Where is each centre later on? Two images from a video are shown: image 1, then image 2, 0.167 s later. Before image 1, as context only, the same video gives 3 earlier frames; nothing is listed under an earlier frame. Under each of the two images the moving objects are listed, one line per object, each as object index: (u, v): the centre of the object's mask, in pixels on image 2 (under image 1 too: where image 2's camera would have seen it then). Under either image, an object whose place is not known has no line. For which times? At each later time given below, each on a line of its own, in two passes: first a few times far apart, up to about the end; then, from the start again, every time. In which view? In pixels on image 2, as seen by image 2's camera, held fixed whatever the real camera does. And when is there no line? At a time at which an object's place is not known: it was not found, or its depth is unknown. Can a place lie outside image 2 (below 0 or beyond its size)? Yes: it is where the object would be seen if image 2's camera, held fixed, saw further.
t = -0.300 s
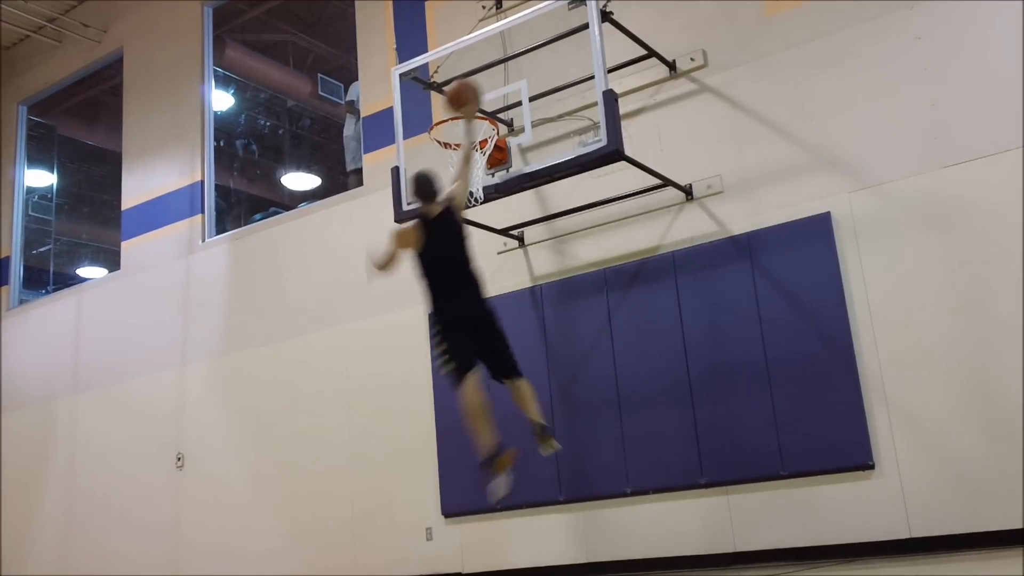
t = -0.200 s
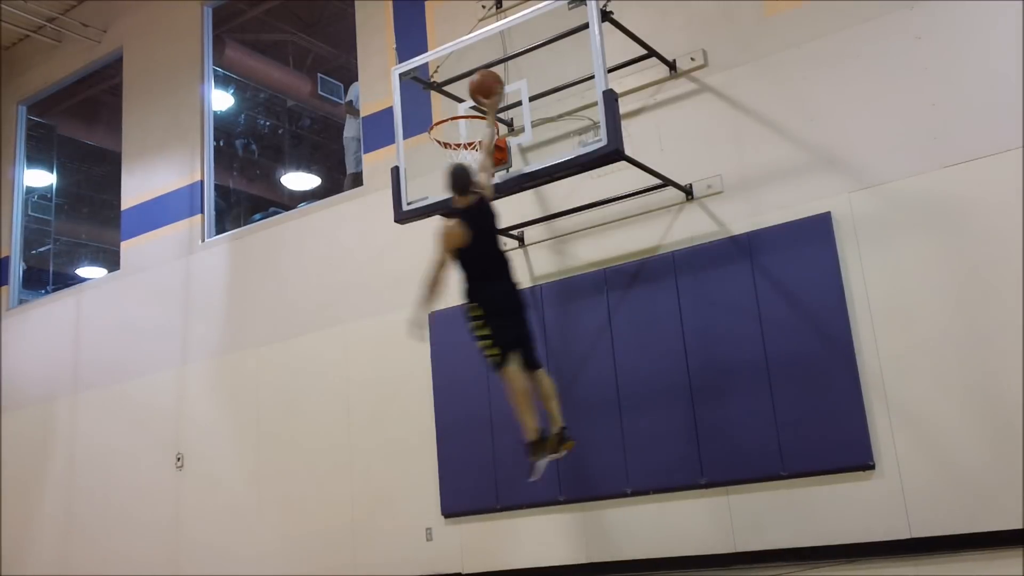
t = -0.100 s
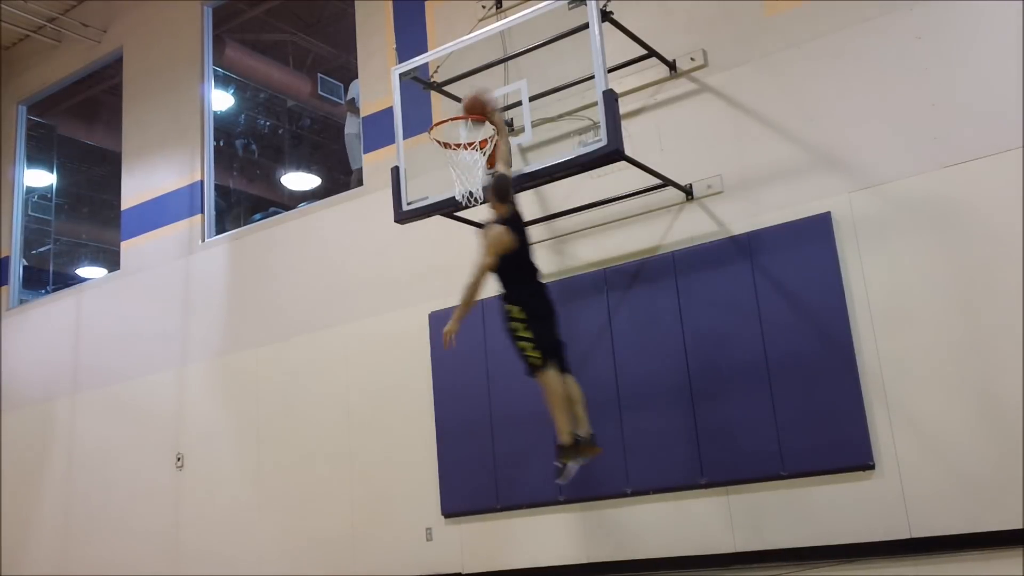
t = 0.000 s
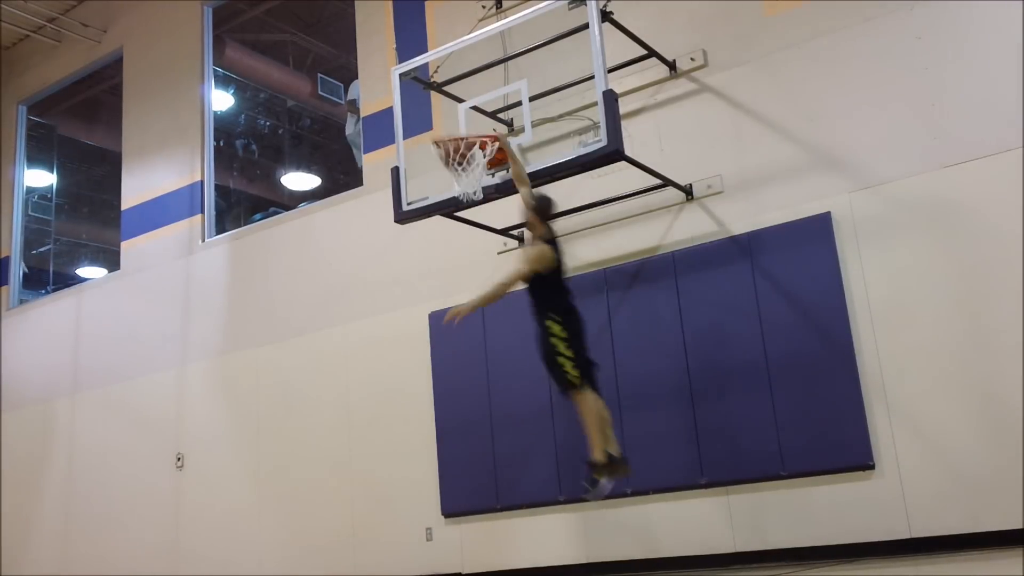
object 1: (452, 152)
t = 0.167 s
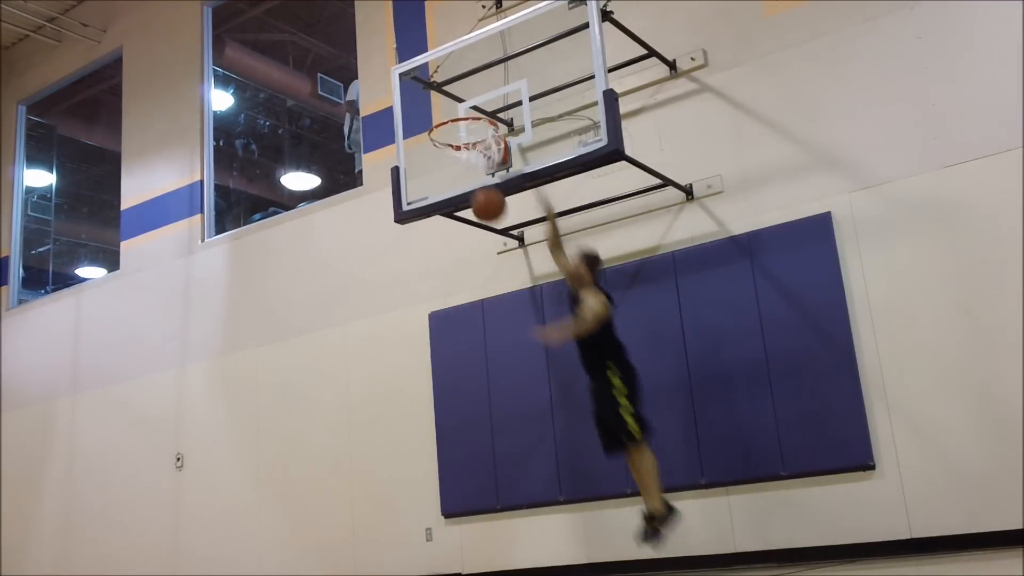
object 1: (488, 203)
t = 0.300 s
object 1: (513, 263)
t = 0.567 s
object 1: (572, 473)
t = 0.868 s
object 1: (606, 407)
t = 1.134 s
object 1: (630, 316)
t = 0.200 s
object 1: (494, 215)
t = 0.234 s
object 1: (500, 230)
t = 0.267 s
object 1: (506, 246)
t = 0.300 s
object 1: (513, 263)
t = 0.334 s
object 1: (520, 284)
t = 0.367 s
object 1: (526, 305)
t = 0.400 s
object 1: (533, 325)
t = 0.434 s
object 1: (540, 350)
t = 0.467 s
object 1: (547, 377)
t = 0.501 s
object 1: (555, 405)
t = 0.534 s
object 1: (563, 437)
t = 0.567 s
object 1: (572, 473)
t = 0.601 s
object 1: (580, 506)
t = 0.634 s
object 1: (590, 548)
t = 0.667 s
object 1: (595, 550)
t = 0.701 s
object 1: (597, 519)
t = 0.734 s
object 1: (598, 490)
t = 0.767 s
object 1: (599, 469)
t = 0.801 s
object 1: (601, 447)
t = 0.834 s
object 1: (603, 425)
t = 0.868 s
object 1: (606, 407)
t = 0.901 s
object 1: (608, 390)
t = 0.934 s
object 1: (611, 374)
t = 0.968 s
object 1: (613, 361)
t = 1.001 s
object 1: (616, 348)
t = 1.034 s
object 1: (620, 338)
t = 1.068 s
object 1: (623, 329)
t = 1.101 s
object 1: (626, 322)
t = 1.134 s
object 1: (630, 316)
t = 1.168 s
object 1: (634, 313)
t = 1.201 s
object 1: (638, 311)
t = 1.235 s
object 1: (642, 310)
